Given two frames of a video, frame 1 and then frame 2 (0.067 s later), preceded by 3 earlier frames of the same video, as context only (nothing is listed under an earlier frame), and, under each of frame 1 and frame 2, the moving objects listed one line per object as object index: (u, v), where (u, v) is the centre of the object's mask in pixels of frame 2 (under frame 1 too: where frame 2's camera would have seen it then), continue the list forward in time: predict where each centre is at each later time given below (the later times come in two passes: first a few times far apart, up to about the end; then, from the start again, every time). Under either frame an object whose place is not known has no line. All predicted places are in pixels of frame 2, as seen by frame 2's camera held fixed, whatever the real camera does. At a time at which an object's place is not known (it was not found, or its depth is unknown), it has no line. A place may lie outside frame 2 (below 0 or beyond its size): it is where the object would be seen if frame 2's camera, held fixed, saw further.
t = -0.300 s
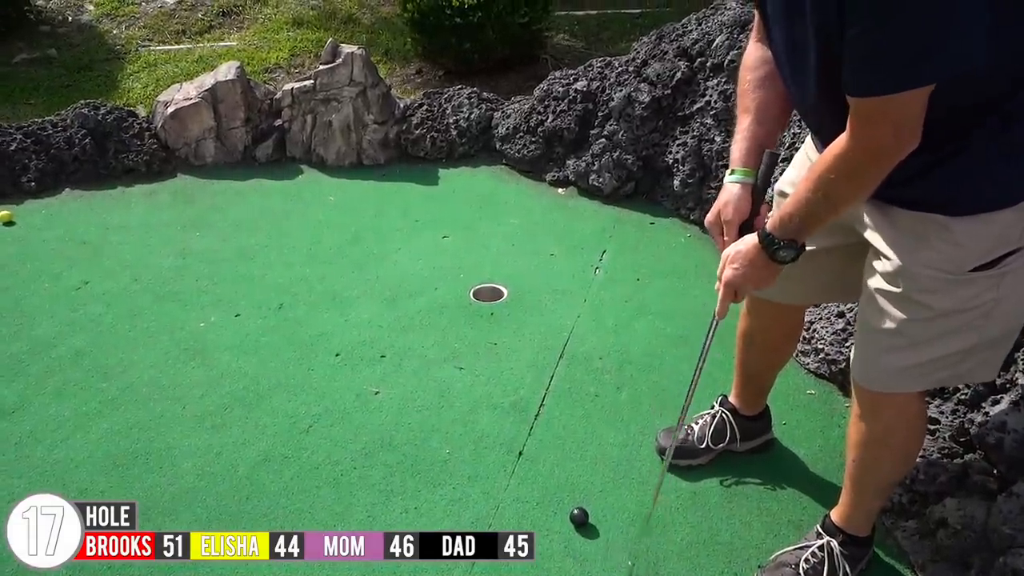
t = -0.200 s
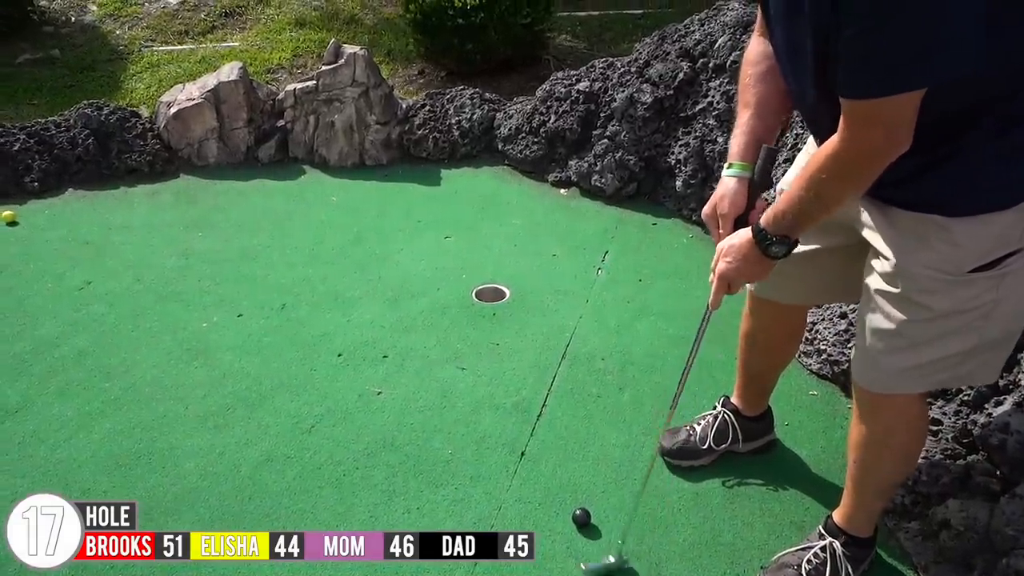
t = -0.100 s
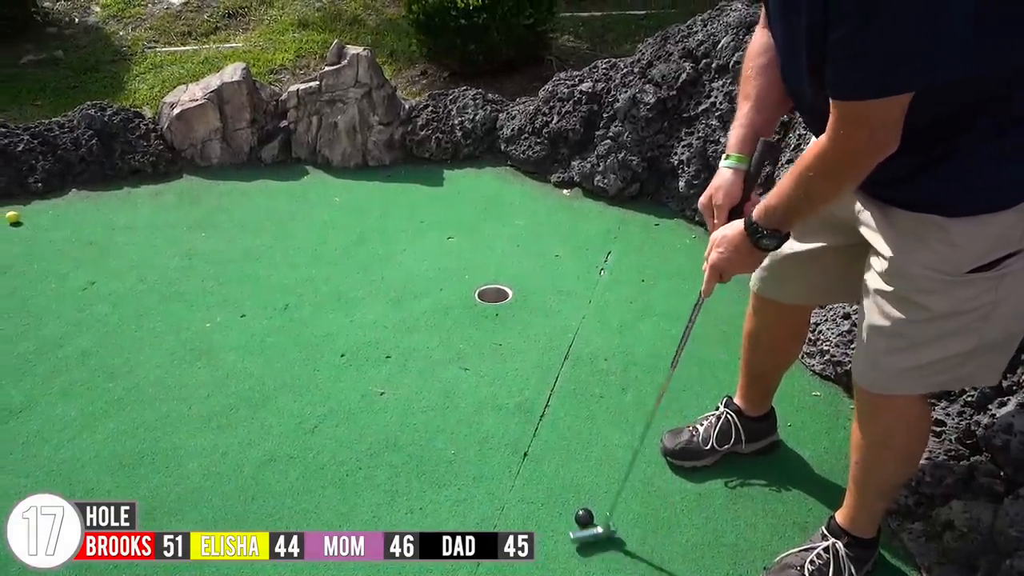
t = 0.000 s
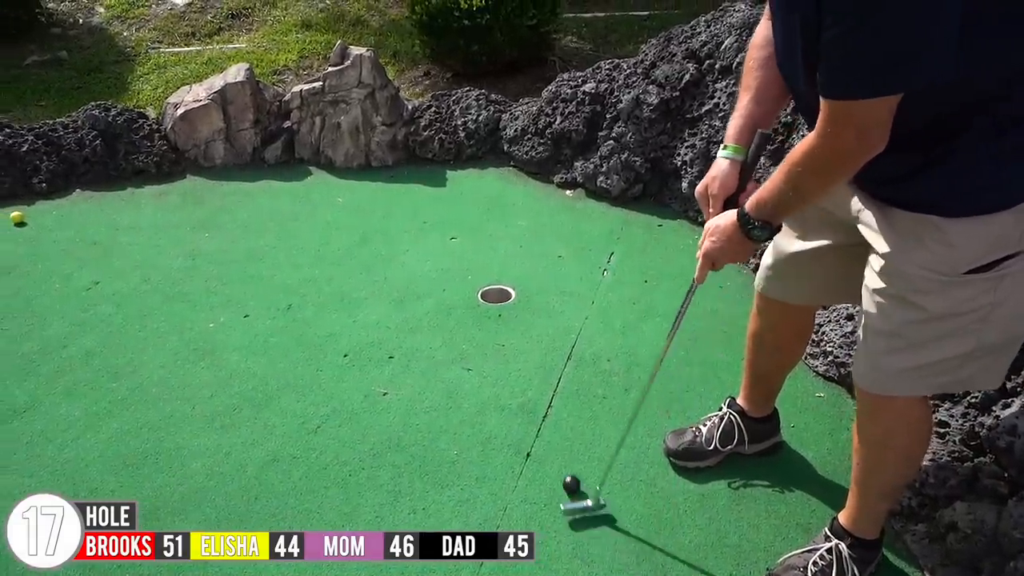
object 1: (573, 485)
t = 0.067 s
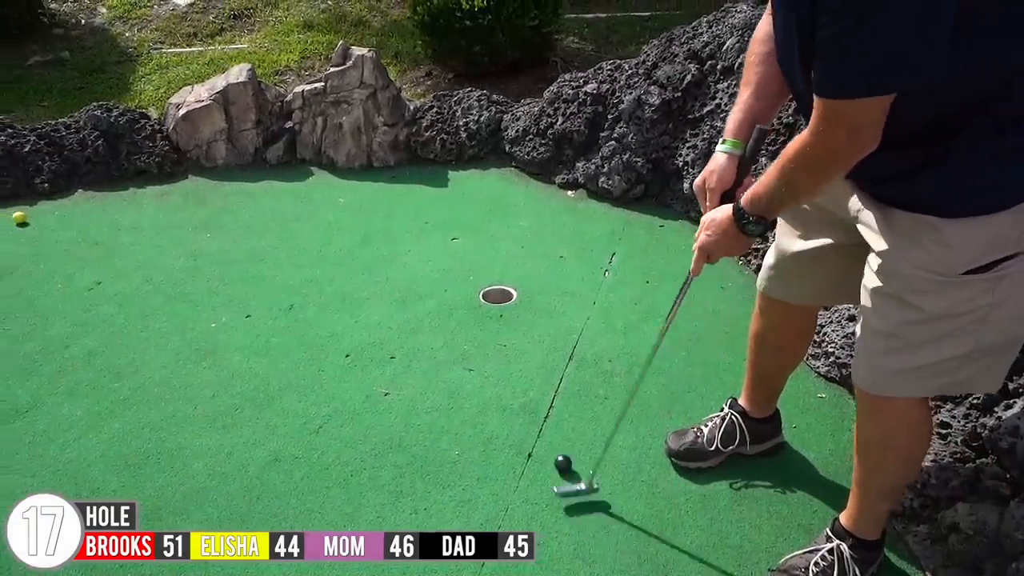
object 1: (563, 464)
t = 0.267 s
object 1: (539, 411)
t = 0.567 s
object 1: (513, 348)
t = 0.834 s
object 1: (492, 305)
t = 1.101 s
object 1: (498, 274)
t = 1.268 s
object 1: (512, 259)
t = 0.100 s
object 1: (559, 455)
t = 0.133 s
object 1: (555, 446)
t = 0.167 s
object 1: (550, 437)
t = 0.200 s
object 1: (546, 428)
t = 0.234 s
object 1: (542, 420)
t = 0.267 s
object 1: (539, 411)
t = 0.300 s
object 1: (535, 404)
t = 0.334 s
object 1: (532, 396)
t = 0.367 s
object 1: (529, 388)
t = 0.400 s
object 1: (526, 381)
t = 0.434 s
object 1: (523, 374)
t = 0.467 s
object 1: (521, 367)
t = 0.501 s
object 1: (518, 360)
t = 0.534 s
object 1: (515, 354)
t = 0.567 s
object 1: (513, 348)
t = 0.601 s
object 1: (510, 342)
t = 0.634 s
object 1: (508, 337)
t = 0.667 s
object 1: (505, 331)
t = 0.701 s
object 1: (502, 326)
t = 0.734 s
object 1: (500, 320)
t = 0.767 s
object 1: (497, 315)
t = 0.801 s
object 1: (495, 310)
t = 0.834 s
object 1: (492, 305)
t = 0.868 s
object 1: (490, 301)
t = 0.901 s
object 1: (487, 296)
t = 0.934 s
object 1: (485, 292)
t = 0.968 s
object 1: (486, 289)
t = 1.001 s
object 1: (489, 285)
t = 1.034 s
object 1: (492, 281)
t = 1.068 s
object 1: (495, 277)
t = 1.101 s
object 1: (498, 274)
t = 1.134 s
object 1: (501, 271)
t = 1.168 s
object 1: (504, 268)
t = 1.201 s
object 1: (507, 264)
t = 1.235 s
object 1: (509, 261)
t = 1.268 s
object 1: (512, 259)
